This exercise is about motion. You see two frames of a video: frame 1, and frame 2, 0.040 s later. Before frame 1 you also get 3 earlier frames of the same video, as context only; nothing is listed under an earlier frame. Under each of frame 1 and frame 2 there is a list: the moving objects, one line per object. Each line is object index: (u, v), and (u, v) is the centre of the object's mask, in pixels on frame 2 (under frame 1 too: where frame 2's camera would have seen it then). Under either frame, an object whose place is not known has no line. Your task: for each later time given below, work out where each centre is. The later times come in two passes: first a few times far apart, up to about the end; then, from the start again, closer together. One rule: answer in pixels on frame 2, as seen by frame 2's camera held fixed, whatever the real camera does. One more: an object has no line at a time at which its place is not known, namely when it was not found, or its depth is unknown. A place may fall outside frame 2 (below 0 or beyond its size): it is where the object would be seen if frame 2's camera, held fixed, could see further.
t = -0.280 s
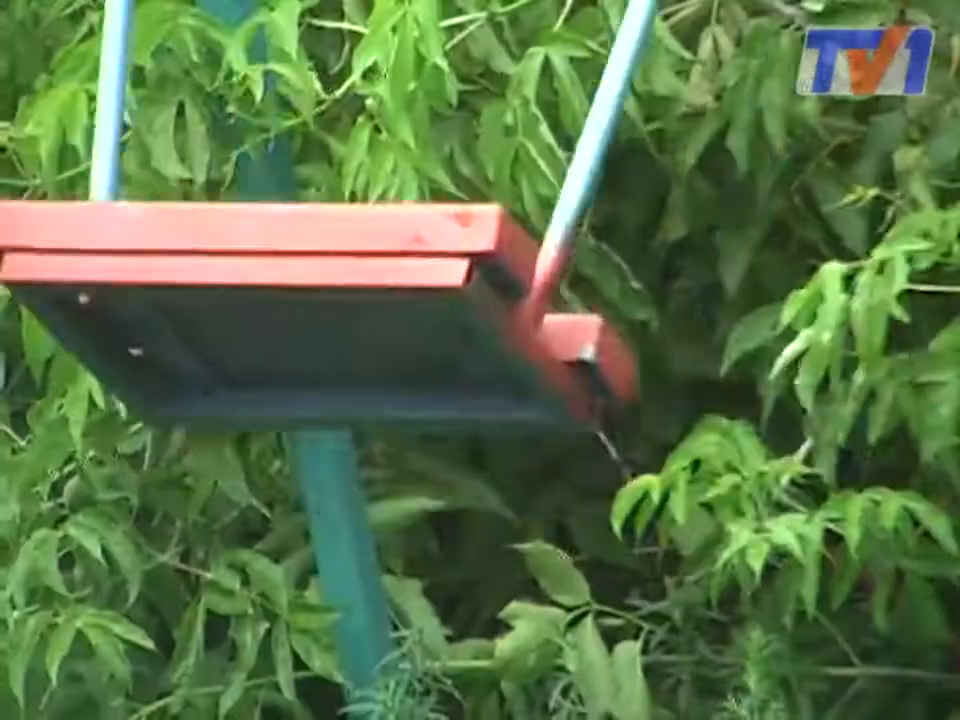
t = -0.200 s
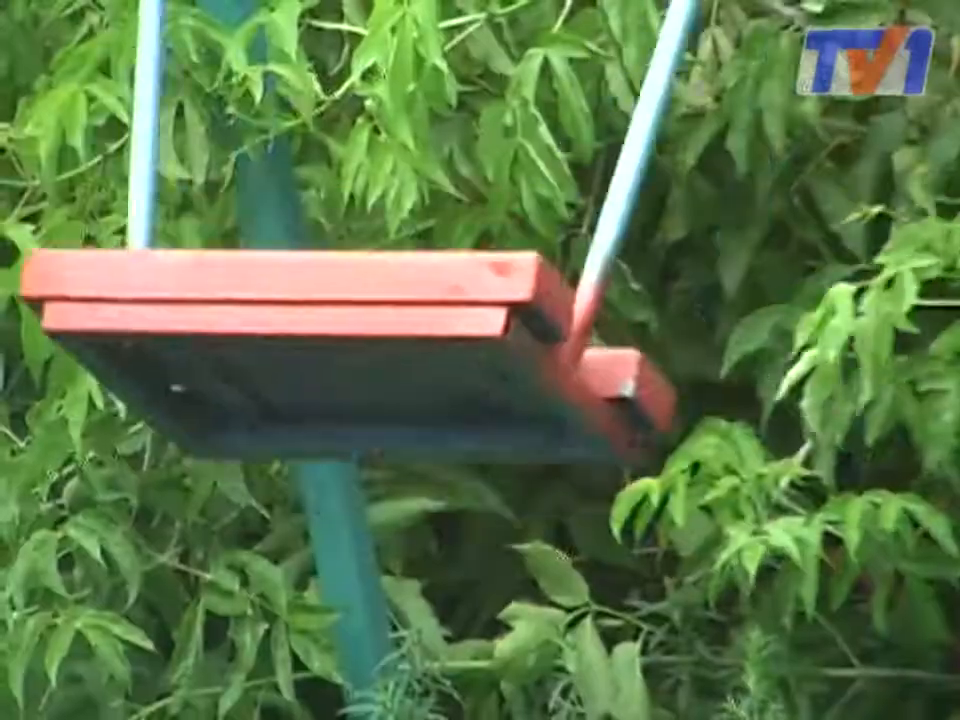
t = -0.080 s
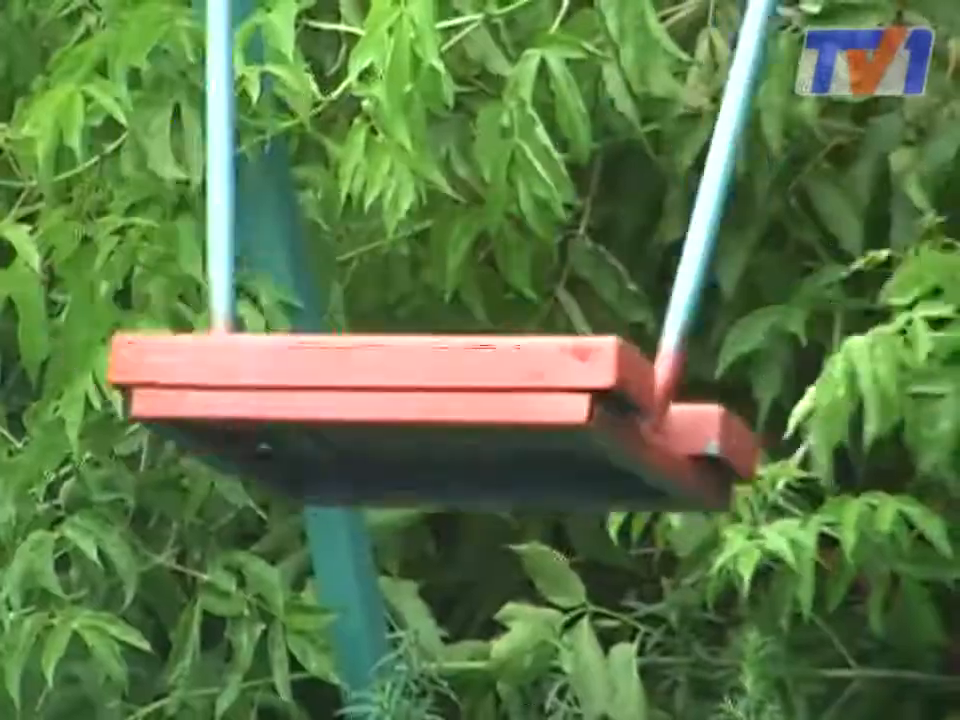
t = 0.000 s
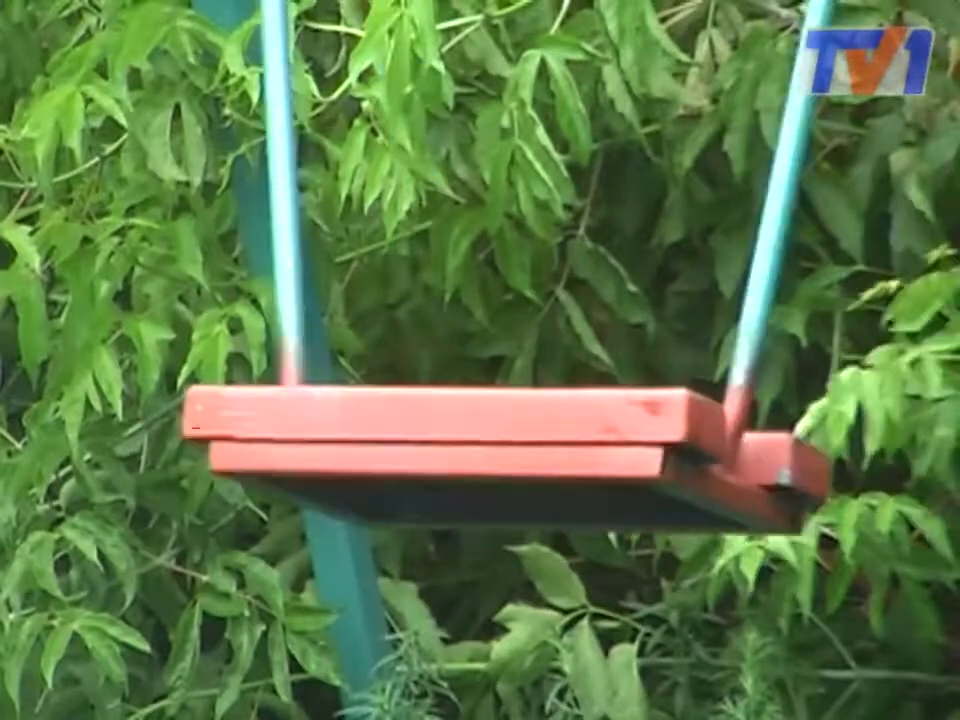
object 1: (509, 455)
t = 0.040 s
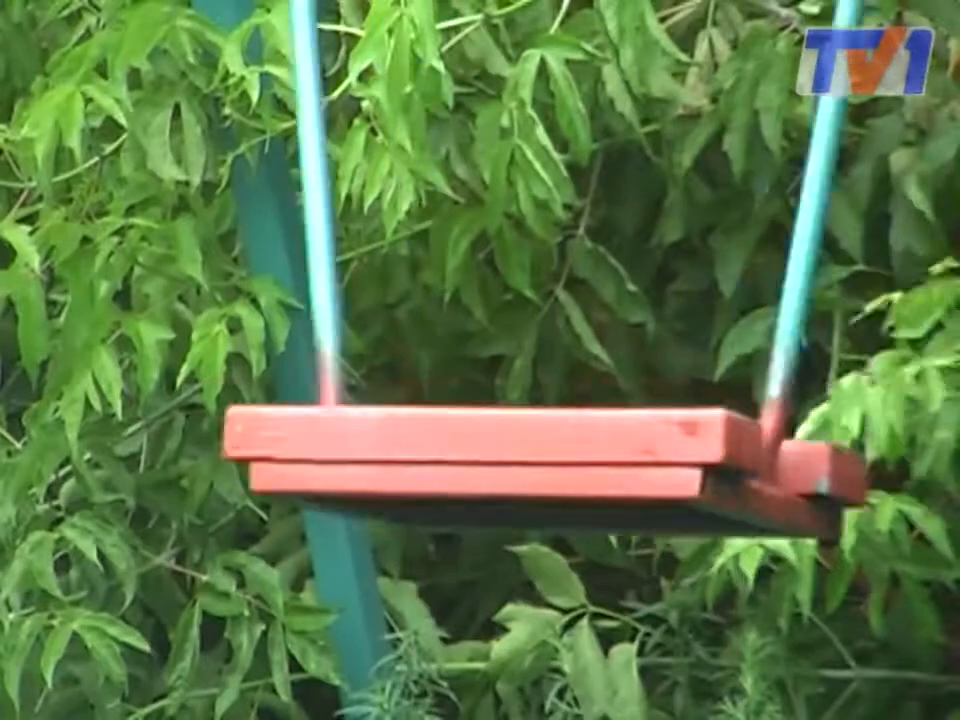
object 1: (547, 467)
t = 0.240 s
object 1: (707, 468)
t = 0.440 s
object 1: (794, 385)
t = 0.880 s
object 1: (799, 382)
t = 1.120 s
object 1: (685, 473)
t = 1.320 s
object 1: (524, 460)
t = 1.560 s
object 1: (340, 348)
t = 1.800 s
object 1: (294, 301)
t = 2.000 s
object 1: (368, 373)
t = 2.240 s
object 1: (571, 473)
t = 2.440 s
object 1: (720, 461)
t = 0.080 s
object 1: (587, 476)
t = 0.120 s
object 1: (624, 481)
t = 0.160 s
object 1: (656, 482)
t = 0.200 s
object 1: (679, 477)
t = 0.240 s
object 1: (707, 468)
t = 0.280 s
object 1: (731, 454)
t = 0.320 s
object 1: (750, 438)
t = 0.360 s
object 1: (766, 420)
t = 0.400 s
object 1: (782, 402)
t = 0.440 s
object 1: (794, 385)
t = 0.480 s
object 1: (805, 368)
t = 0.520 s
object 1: (815, 351)
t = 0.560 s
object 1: (822, 339)
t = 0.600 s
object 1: (826, 330)
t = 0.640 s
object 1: (828, 326)
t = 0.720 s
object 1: (827, 330)
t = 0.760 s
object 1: (823, 339)
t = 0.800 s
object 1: (818, 353)
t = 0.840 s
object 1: (810, 368)
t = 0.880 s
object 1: (799, 382)
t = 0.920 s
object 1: (786, 399)
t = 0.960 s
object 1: (772, 416)
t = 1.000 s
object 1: (755, 434)
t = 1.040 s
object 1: (735, 450)
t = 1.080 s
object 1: (714, 462)
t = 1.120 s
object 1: (685, 473)
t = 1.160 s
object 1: (663, 480)
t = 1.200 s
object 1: (638, 481)
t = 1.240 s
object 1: (601, 477)
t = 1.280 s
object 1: (563, 470)
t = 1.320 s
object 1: (524, 460)
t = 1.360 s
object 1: (489, 445)
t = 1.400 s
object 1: (453, 427)
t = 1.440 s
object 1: (419, 408)
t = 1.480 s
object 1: (389, 387)
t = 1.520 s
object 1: (362, 368)
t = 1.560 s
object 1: (340, 348)
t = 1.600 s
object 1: (321, 329)
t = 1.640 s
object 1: (308, 315)
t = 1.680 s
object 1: (299, 304)
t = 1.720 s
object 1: (295, 298)
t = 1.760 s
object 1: (293, 298)
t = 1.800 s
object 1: (294, 301)
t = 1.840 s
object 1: (301, 309)
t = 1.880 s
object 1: (311, 320)
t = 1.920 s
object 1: (326, 335)
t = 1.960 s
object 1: (346, 353)
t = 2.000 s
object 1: (368, 373)
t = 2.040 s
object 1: (396, 396)
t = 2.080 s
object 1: (429, 416)
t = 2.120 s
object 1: (461, 433)
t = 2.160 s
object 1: (498, 450)
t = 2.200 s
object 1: (535, 463)
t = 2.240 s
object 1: (571, 473)
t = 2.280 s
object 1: (609, 479)
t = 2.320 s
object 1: (644, 483)
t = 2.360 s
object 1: (667, 480)
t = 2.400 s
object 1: (690, 473)
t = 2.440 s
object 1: (720, 461)
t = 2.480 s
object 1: (740, 447)
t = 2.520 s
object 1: (756, 432)
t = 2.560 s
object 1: (771, 415)
